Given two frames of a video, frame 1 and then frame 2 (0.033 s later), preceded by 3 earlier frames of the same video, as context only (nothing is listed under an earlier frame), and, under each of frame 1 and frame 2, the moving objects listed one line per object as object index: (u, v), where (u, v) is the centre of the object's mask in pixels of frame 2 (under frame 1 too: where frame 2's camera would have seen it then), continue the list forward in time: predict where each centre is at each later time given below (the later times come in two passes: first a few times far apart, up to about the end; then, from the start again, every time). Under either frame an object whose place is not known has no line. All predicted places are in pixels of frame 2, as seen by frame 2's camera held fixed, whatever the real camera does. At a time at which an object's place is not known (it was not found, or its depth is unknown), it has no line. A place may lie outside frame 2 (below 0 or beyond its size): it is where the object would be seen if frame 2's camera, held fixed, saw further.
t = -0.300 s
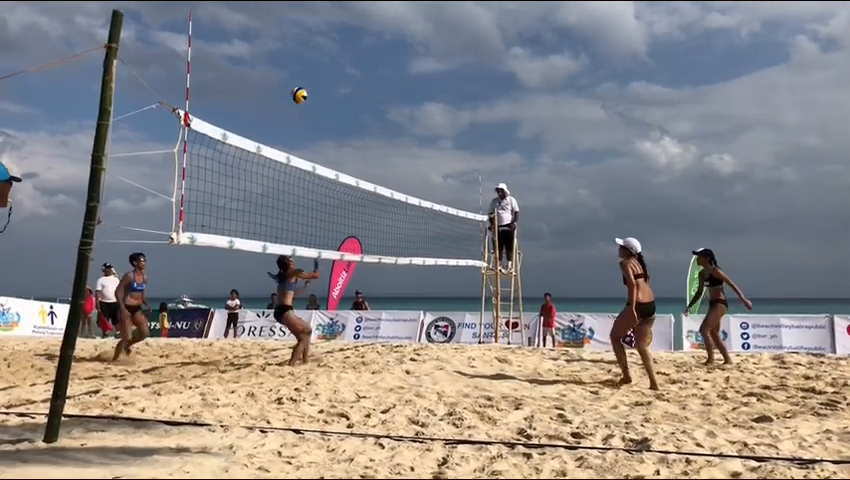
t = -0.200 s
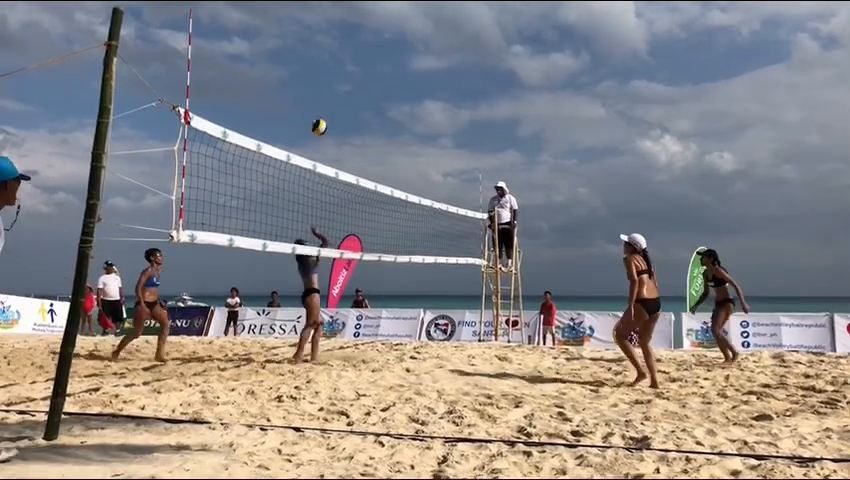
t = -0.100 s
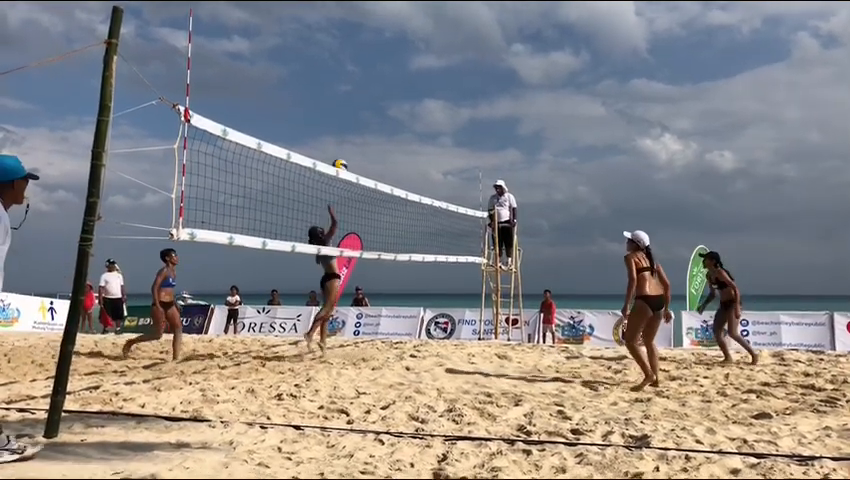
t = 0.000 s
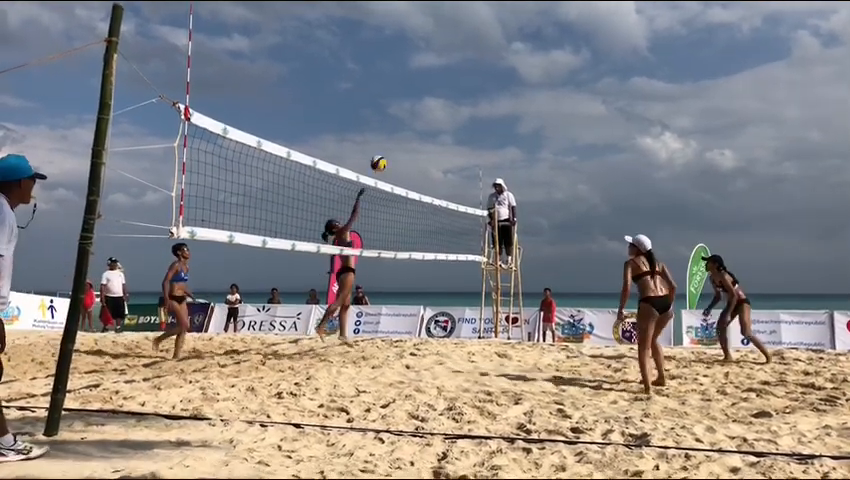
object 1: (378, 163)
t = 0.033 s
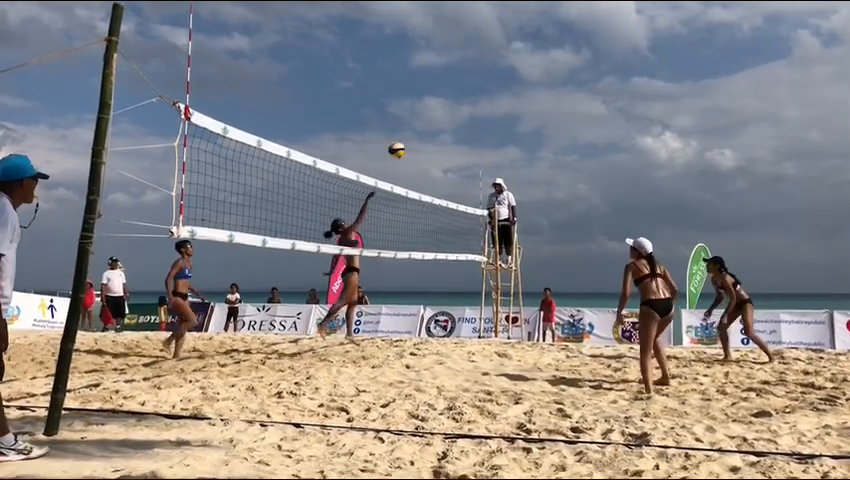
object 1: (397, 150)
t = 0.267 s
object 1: (532, 75)
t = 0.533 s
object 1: (706, 38)
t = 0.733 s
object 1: (853, 48)
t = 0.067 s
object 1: (415, 137)
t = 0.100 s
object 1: (434, 126)
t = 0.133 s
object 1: (454, 115)
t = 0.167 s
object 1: (472, 104)
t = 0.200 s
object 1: (492, 94)
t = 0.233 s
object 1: (512, 84)
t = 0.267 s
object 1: (532, 75)
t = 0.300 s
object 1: (554, 67)
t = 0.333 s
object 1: (575, 61)
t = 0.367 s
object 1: (596, 55)
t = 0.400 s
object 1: (618, 50)
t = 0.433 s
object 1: (639, 47)
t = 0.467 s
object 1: (661, 43)
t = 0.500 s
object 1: (683, 40)
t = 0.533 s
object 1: (706, 38)
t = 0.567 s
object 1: (730, 36)
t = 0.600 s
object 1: (753, 37)
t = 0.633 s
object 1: (778, 38)
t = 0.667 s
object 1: (802, 40)
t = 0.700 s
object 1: (827, 43)
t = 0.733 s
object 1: (853, 48)
